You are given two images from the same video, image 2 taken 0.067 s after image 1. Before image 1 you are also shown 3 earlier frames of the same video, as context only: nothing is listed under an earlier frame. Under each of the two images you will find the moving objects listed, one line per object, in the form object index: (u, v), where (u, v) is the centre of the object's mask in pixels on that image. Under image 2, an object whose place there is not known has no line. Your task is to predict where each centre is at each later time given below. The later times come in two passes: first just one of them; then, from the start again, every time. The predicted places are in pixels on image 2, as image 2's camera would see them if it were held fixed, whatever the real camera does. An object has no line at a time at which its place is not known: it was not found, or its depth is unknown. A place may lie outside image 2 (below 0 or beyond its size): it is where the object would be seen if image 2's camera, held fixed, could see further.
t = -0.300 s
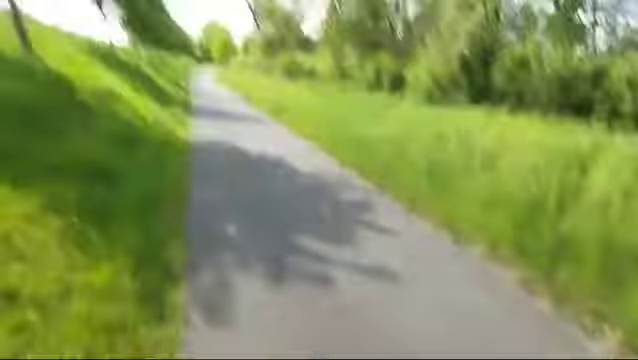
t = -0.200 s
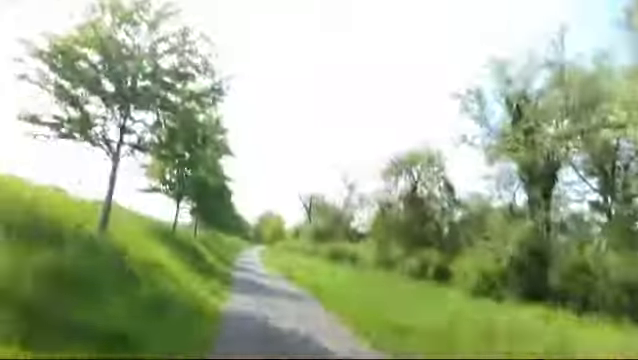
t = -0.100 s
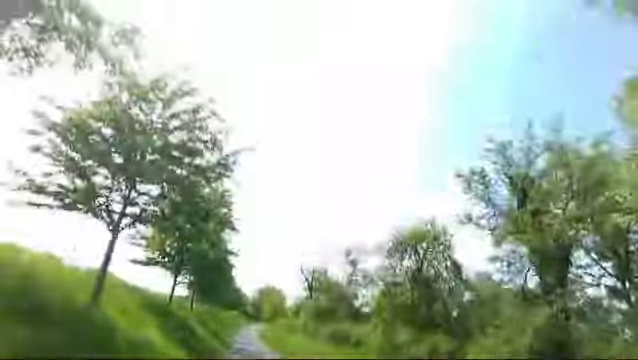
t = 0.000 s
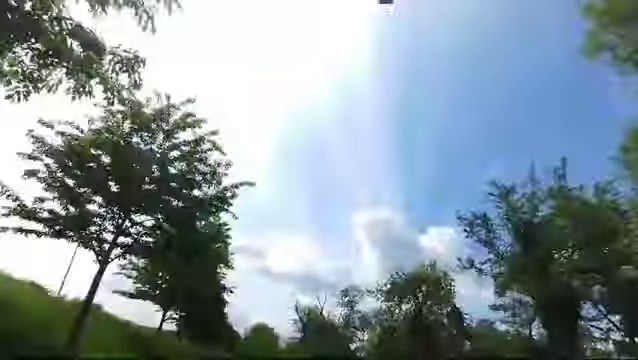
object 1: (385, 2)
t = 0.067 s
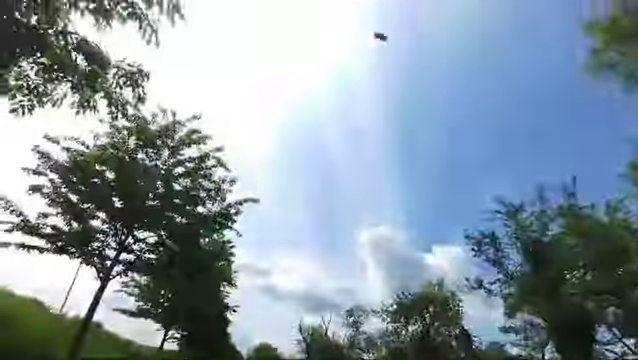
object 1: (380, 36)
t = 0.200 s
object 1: (362, 72)
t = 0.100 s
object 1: (375, 46)
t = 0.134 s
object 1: (370, 54)
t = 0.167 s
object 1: (366, 62)
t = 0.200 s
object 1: (362, 72)
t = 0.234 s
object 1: (358, 82)
